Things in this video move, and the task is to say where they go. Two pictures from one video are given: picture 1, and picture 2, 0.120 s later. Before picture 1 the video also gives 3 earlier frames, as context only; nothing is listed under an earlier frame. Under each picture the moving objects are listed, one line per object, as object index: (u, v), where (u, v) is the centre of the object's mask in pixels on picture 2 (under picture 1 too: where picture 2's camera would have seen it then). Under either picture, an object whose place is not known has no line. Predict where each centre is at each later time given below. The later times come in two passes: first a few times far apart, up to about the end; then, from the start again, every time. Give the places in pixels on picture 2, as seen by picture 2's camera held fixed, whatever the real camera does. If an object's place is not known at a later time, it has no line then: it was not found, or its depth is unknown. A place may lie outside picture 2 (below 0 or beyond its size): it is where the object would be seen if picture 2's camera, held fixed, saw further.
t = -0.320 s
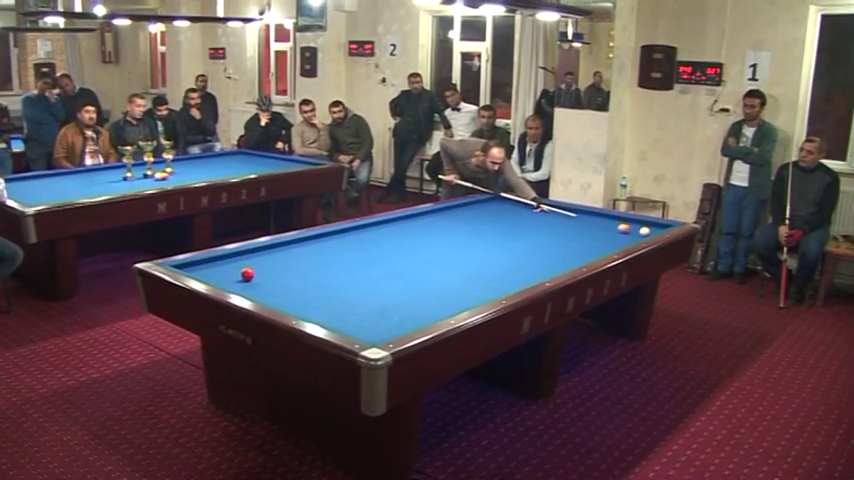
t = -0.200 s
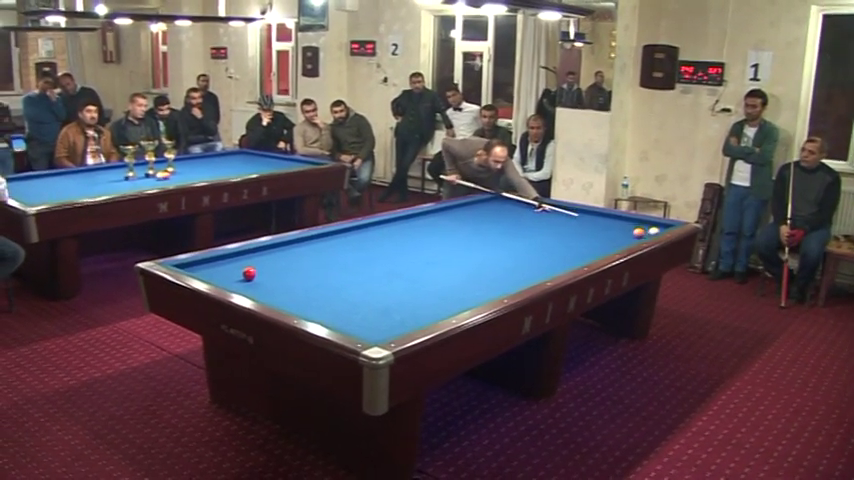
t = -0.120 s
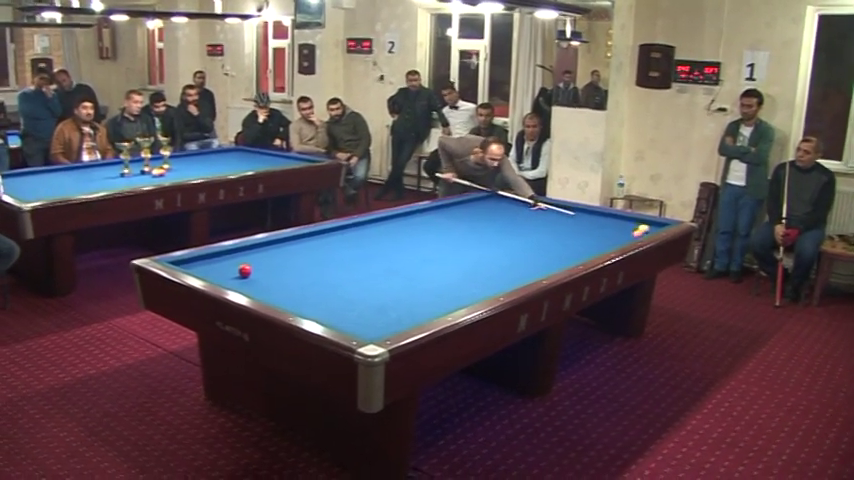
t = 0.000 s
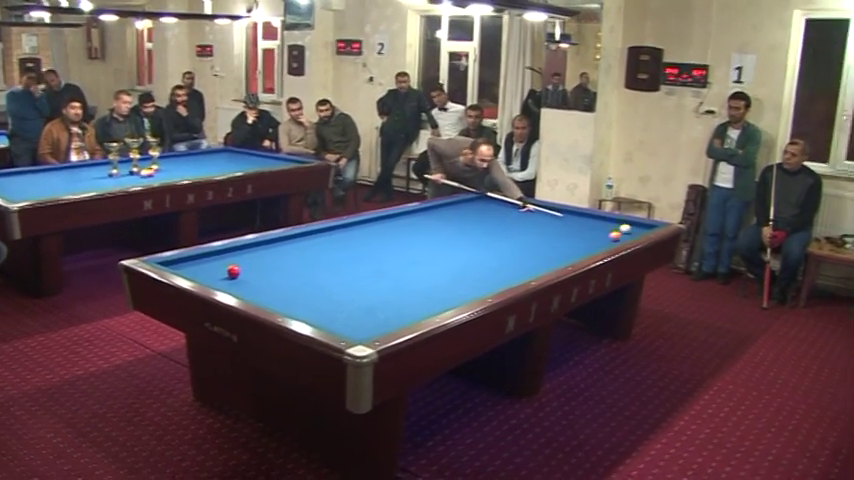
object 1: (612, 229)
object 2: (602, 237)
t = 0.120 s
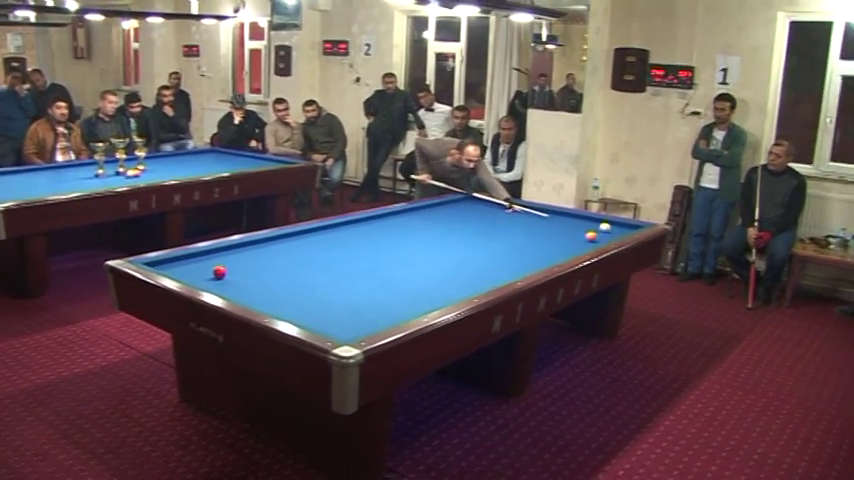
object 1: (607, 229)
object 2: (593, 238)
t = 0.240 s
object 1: (599, 226)
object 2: (583, 238)
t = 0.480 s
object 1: (587, 222)
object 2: (563, 237)
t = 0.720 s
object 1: (576, 219)
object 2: (544, 237)
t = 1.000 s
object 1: (563, 214)
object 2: (522, 236)
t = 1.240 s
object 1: (552, 211)
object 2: (502, 236)
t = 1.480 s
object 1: (542, 209)
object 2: (483, 236)
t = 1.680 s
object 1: (534, 207)
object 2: (468, 236)
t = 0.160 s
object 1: (604, 228)
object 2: (589, 238)
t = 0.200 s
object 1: (601, 227)
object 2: (586, 238)
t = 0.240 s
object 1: (599, 226)
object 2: (583, 238)
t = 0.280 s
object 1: (597, 226)
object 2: (579, 237)
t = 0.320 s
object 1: (595, 224)
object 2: (576, 238)
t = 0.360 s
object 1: (593, 224)
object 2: (573, 237)
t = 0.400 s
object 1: (591, 223)
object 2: (570, 237)
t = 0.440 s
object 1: (589, 223)
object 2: (567, 237)
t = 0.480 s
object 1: (587, 222)
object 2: (563, 237)
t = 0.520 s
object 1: (585, 221)
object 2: (560, 237)
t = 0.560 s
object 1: (583, 221)
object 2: (557, 237)
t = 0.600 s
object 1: (581, 220)
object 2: (554, 237)
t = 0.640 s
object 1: (580, 220)
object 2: (551, 237)
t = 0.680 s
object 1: (578, 219)
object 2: (547, 237)
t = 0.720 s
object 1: (576, 219)
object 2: (544, 237)
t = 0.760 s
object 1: (574, 218)
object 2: (541, 237)
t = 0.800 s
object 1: (572, 217)
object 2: (538, 237)
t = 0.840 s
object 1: (571, 217)
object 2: (535, 237)
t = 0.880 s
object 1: (569, 216)
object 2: (531, 237)
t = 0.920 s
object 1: (567, 215)
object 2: (528, 237)
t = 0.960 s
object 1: (565, 215)
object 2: (525, 236)
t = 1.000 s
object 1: (563, 214)
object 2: (522, 236)
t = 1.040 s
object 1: (561, 214)
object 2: (518, 236)
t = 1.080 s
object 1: (560, 213)
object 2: (515, 236)
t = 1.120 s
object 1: (558, 213)
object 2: (511, 236)
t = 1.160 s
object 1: (556, 212)
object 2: (508, 236)
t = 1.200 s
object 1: (554, 212)
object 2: (505, 236)
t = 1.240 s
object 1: (552, 211)
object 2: (502, 236)
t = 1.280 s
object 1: (551, 210)
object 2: (499, 236)
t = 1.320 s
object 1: (549, 210)
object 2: (495, 236)
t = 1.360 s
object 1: (548, 210)
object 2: (492, 236)
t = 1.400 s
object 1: (546, 209)
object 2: (489, 236)
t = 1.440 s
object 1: (544, 209)
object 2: (486, 236)
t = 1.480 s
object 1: (542, 209)
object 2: (483, 236)
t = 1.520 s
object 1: (541, 208)
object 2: (480, 236)
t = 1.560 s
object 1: (539, 208)
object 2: (477, 236)
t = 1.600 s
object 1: (537, 208)
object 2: (474, 236)
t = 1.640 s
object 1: (535, 207)
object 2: (471, 236)
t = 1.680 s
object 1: (534, 207)
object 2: (468, 236)
